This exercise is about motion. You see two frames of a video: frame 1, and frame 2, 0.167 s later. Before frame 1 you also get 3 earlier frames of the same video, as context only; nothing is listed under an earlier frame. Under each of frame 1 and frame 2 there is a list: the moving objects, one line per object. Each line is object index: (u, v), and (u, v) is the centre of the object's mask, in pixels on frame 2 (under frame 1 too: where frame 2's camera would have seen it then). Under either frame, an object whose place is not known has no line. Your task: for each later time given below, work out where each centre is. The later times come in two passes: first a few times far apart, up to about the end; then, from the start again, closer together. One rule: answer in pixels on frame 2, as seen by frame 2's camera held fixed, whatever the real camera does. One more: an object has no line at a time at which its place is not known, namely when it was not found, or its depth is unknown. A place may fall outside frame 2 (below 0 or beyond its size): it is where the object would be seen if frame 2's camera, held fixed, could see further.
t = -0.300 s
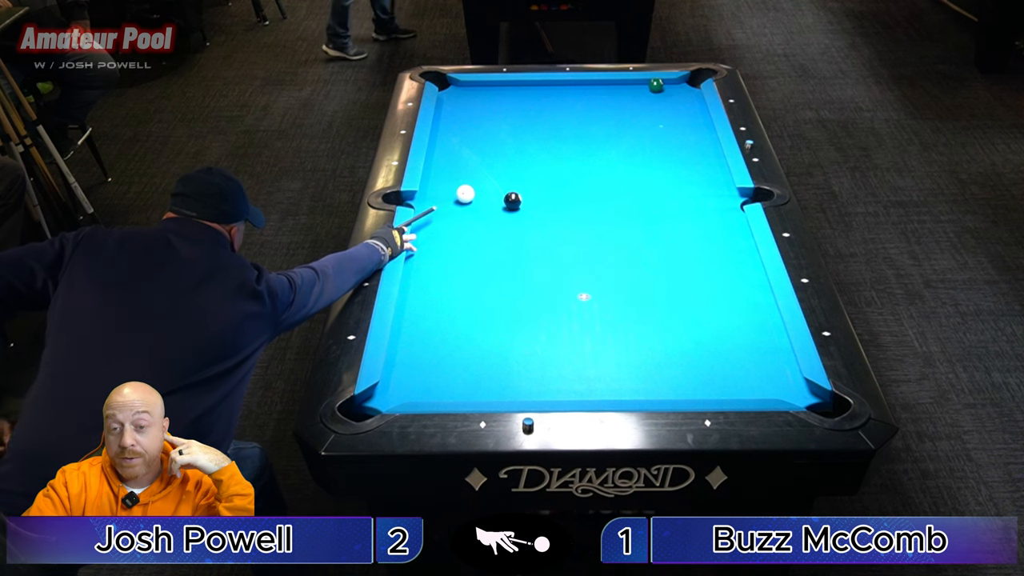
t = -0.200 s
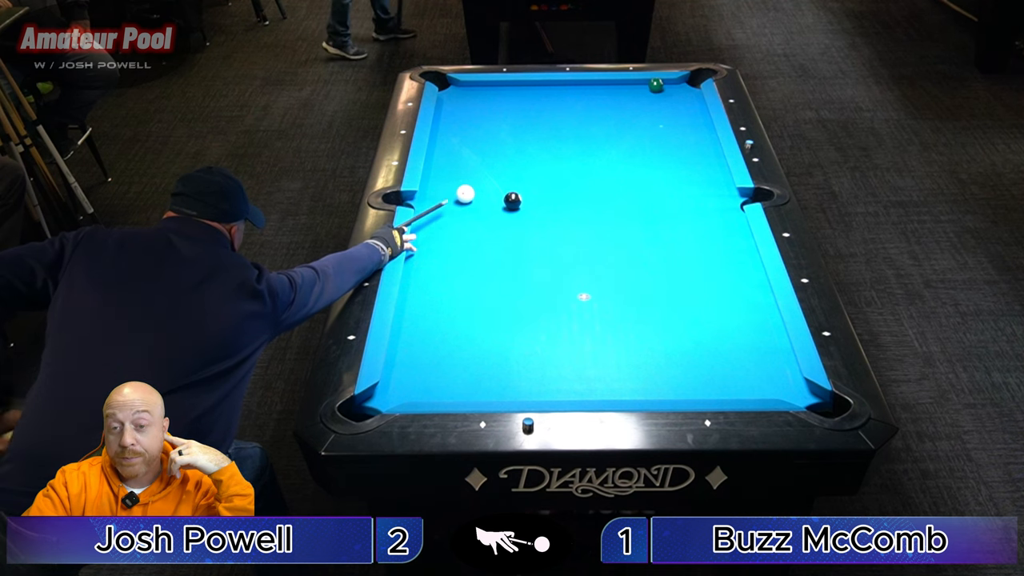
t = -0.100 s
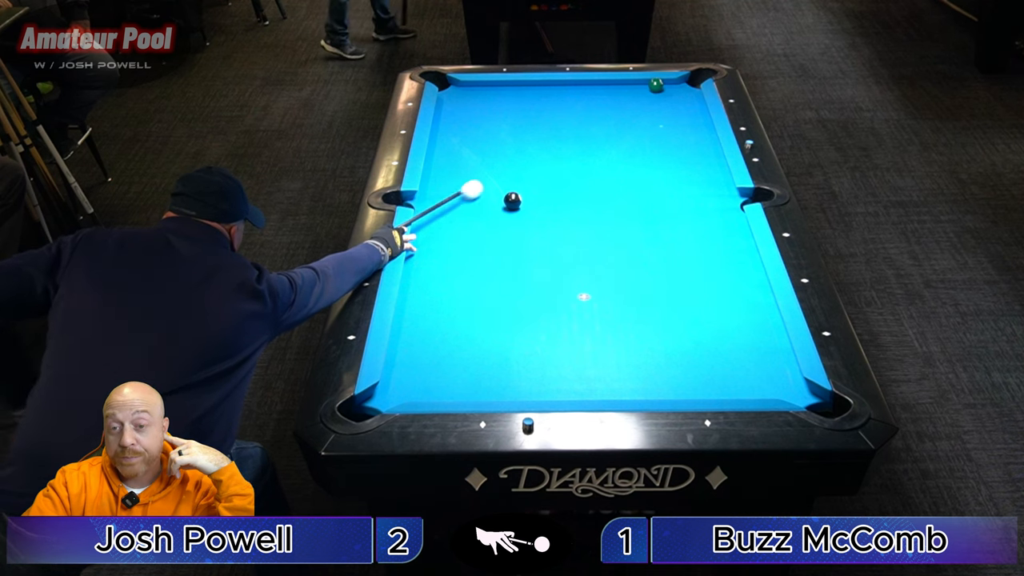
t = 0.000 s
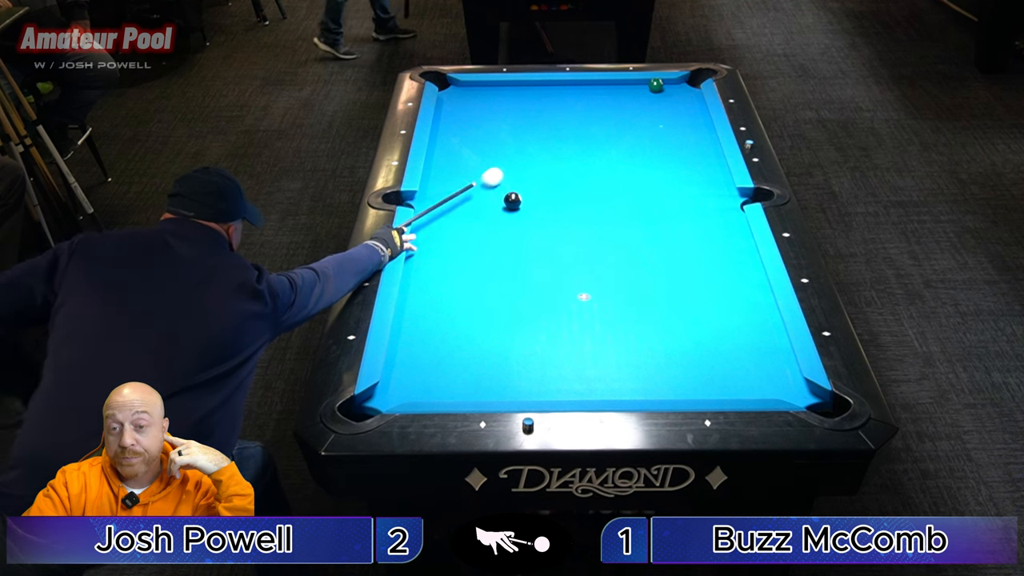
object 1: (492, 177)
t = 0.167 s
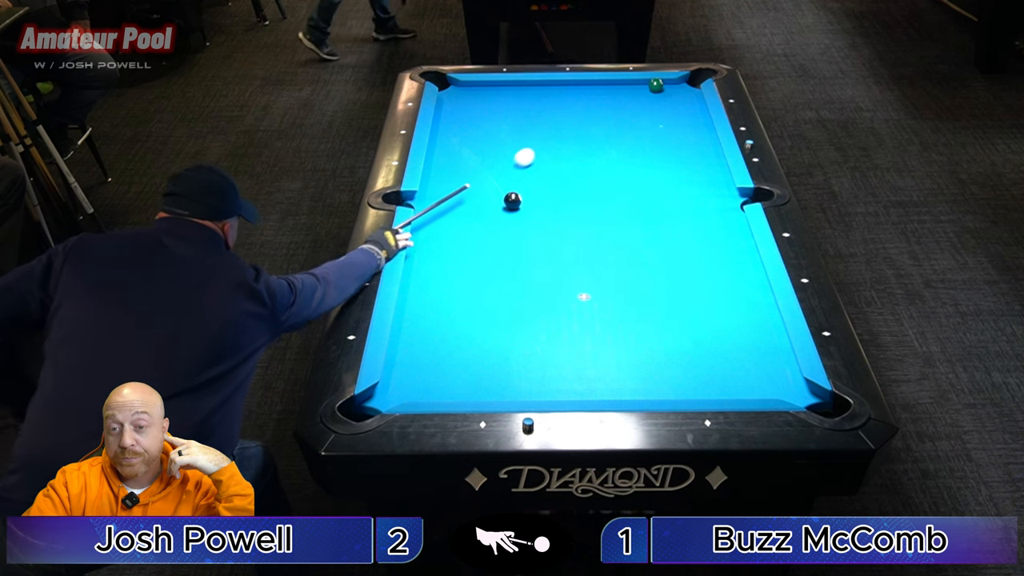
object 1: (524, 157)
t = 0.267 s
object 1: (542, 146)
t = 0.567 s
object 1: (592, 116)
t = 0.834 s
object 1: (631, 93)
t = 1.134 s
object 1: (640, 89)
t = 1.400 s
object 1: (642, 99)
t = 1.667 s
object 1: (644, 110)
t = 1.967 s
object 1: (646, 122)
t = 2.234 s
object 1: (648, 132)
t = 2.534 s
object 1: (649, 143)
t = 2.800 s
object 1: (651, 152)
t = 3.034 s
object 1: (655, 155)
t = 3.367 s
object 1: (653, 170)
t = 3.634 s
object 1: (653, 178)
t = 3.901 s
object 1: (654, 185)
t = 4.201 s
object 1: (655, 193)
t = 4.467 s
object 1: (655, 198)
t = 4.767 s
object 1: (655, 204)
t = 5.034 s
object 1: (656, 208)
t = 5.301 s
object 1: (656, 212)
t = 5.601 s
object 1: (658, 214)
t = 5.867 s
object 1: (658, 215)
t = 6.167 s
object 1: (658, 215)
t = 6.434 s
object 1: (659, 215)
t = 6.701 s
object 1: (659, 215)
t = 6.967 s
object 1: (659, 215)
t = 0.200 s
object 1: (530, 153)
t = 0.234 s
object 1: (536, 150)
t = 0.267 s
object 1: (542, 146)
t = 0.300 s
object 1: (548, 143)
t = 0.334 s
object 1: (554, 139)
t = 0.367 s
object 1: (560, 136)
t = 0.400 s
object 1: (565, 132)
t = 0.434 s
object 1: (571, 129)
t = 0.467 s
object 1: (576, 126)
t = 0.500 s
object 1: (581, 122)
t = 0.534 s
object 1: (587, 119)
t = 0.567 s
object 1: (592, 116)
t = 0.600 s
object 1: (597, 113)
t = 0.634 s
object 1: (602, 110)
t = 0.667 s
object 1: (607, 107)
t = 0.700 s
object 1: (612, 104)
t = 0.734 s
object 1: (616, 101)
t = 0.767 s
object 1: (621, 98)
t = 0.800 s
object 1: (626, 95)
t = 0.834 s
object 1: (631, 93)
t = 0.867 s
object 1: (635, 90)
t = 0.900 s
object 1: (640, 87)
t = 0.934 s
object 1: (641, 85)
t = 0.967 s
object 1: (640, 83)
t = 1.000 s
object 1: (639, 83)
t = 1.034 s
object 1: (640, 85)
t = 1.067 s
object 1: (640, 86)
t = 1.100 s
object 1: (640, 87)
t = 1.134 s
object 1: (640, 89)
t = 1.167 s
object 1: (640, 90)
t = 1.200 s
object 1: (641, 91)
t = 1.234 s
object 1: (641, 93)
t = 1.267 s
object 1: (641, 94)
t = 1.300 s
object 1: (641, 95)
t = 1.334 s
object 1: (641, 97)
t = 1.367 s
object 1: (642, 98)
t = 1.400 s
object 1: (642, 99)
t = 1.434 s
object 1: (642, 101)
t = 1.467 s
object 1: (642, 102)
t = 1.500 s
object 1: (643, 104)
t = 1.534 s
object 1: (643, 105)
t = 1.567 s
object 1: (643, 106)
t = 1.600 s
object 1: (643, 108)
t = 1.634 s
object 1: (644, 109)
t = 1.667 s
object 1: (644, 110)
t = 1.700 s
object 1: (644, 111)
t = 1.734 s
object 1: (644, 113)
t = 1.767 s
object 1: (644, 114)
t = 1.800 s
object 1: (645, 115)
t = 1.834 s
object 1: (645, 117)
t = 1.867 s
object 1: (645, 118)
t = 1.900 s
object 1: (645, 119)
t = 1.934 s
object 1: (645, 120)
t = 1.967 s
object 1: (646, 122)
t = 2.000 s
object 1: (646, 123)
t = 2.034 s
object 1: (646, 124)
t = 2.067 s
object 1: (646, 126)
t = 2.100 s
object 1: (647, 127)
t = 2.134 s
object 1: (647, 128)
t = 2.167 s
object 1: (647, 129)
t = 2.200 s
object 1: (647, 130)
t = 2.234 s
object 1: (648, 132)
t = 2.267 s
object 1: (648, 133)
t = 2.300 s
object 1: (648, 134)
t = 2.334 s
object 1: (648, 136)
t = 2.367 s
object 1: (648, 137)
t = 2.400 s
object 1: (649, 138)
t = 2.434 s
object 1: (649, 139)
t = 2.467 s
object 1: (649, 140)
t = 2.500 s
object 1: (649, 142)
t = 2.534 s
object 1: (649, 143)
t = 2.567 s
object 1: (650, 144)
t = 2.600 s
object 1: (650, 145)
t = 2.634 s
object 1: (650, 146)
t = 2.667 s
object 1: (650, 147)
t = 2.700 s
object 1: (650, 149)
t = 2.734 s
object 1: (651, 150)
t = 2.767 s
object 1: (651, 151)
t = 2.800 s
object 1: (651, 152)
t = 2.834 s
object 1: (651, 153)
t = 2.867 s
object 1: (651, 154)
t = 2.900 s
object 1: (651, 155)
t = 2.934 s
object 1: (651, 156)
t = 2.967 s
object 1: (651, 158)
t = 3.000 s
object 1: (652, 159)
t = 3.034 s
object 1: (655, 155)
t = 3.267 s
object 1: (651, 167)
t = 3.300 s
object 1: (652, 168)
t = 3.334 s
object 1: (652, 169)
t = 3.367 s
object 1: (653, 170)
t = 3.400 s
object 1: (653, 171)
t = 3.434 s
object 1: (653, 172)
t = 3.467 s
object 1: (653, 173)
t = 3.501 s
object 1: (653, 174)
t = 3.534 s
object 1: (653, 175)
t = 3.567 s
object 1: (653, 176)
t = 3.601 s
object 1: (653, 177)
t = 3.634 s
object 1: (653, 178)
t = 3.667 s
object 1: (653, 179)
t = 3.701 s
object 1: (653, 180)
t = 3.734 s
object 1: (654, 181)
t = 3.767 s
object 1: (654, 182)
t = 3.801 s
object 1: (654, 183)
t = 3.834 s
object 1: (654, 183)
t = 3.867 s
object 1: (654, 184)
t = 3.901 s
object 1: (654, 185)
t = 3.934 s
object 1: (654, 186)
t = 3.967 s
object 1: (654, 187)
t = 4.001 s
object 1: (655, 188)
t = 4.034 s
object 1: (655, 189)
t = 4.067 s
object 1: (655, 189)
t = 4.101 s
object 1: (655, 190)
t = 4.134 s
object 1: (655, 191)
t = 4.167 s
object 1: (655, 192)
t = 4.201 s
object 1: (655, 193)
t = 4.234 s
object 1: (655, 193)
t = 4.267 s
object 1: (655, 194)
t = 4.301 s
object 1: (655, 195)
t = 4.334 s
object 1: (655, 196)
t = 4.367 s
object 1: (655, 196)
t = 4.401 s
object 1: (655, 197)
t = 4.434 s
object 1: (655, 198)
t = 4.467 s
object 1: (655, 198)
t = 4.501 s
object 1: (655, 199)
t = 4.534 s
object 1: (655, 200)
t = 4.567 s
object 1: (655, 200)
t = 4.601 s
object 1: (655, 201)
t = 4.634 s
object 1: (655, 202)
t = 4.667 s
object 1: (655, 202)
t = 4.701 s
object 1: (655, 203)
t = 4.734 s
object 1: (655, 203)
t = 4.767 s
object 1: (655, 204)
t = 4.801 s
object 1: (655, 205)
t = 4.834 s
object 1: (655, 206)
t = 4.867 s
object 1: (655, 206)
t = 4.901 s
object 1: (655, 206)
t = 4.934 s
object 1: (655, 207)
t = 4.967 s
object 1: (655, 207)
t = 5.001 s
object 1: (655, 208)
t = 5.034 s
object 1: (656, 208)
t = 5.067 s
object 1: (656, 209)
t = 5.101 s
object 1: (656, 209)
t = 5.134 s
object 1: (656, 209)
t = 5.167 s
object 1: (656, 210)
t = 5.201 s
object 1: (656, 210)
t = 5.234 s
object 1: (656, 211)
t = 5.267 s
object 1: (656, 211)
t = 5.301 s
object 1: (656, 212)
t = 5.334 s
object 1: (656, 212)
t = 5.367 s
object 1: (656, 212)
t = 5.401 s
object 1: (657, 212)
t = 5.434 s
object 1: (657, 213)
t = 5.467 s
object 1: (657, 213)
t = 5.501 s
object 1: (657, 213)
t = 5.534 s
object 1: (657, 213)
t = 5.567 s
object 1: (657, 214)
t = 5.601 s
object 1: (658, 214)
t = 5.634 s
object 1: (658, 214)
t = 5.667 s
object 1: (658, 214)
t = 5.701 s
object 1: (658, 214)
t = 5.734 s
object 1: (658, 215)
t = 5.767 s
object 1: (658, 215)
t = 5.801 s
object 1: (658, 215)
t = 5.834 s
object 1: (658, 215)
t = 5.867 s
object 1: (658, 215)
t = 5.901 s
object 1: (658, 215)
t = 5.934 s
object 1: (658, 215)
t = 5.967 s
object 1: (658, 215)
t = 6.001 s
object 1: (658, 216)
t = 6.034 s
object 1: (658, 216)
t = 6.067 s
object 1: (658, 216)
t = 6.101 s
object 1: (658, 216)
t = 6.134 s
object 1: (658, 216)
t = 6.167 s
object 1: (658, 215)
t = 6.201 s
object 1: (658, 216)
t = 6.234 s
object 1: (659, 215)
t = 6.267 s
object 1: (659, 215)
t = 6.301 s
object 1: (659, 216)
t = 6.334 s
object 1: (659, 215)
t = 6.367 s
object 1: (659, 215)
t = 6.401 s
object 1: (659, 215)
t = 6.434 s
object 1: (659, 215)
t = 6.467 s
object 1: (659, 215)
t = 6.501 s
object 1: (659, 215)
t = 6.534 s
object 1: (659, 215)
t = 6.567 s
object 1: (659, 215)
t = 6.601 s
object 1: (659, 215)
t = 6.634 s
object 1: (659, 215)
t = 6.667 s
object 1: (659, 215)
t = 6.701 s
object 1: (659, 215)
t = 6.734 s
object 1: (659, 215)
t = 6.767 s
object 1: (659, 215)
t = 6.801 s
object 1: (659, 215)
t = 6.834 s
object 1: (659, 215)
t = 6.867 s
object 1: (659, 215)
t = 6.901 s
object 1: (659, 215)
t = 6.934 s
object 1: (659, 215)
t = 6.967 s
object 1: (659, 215)
